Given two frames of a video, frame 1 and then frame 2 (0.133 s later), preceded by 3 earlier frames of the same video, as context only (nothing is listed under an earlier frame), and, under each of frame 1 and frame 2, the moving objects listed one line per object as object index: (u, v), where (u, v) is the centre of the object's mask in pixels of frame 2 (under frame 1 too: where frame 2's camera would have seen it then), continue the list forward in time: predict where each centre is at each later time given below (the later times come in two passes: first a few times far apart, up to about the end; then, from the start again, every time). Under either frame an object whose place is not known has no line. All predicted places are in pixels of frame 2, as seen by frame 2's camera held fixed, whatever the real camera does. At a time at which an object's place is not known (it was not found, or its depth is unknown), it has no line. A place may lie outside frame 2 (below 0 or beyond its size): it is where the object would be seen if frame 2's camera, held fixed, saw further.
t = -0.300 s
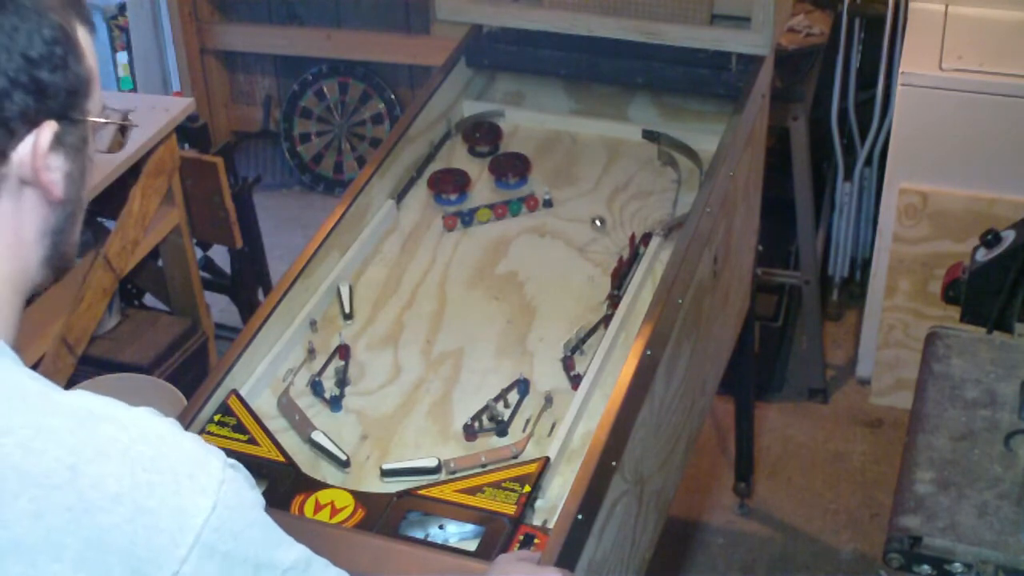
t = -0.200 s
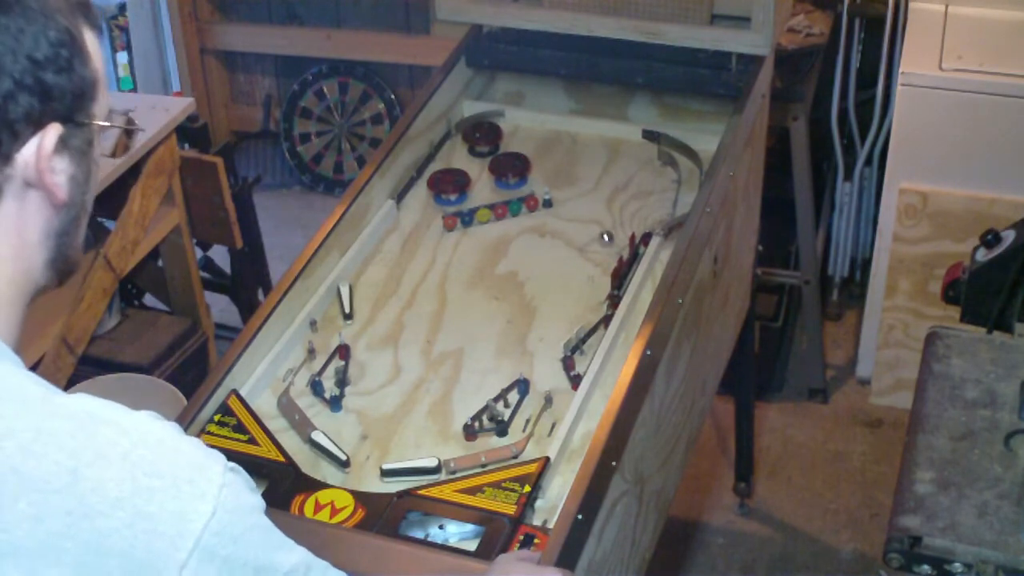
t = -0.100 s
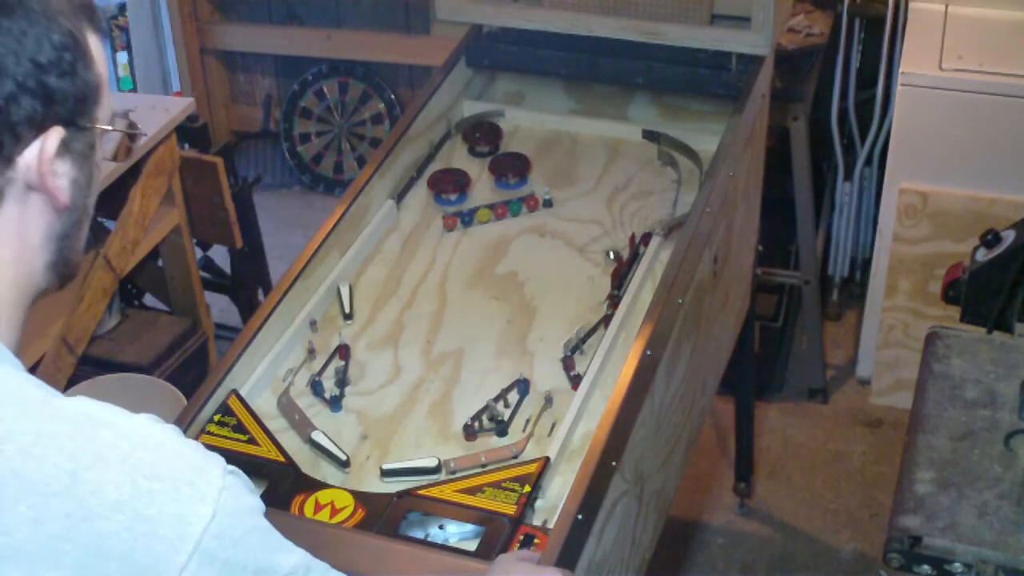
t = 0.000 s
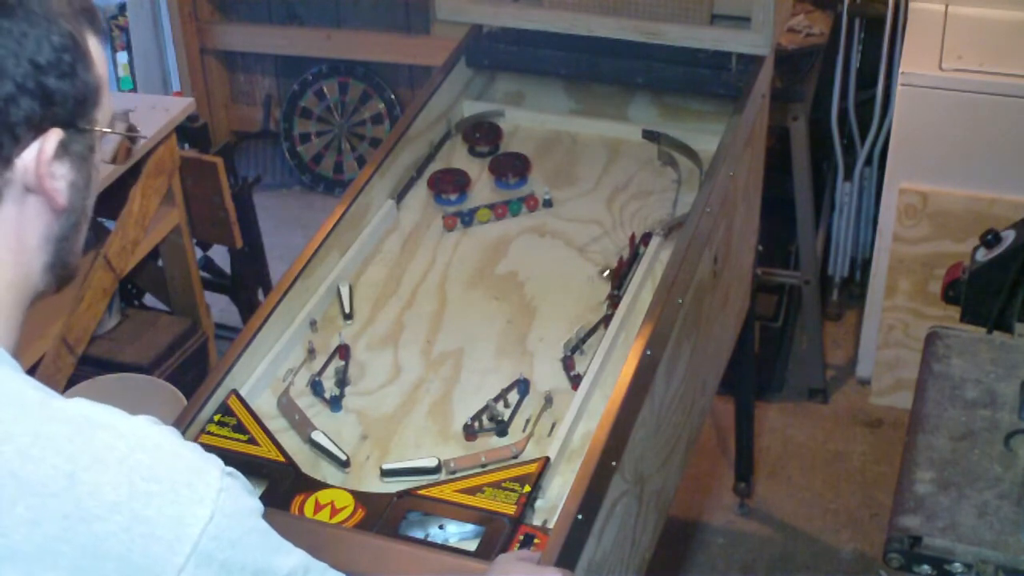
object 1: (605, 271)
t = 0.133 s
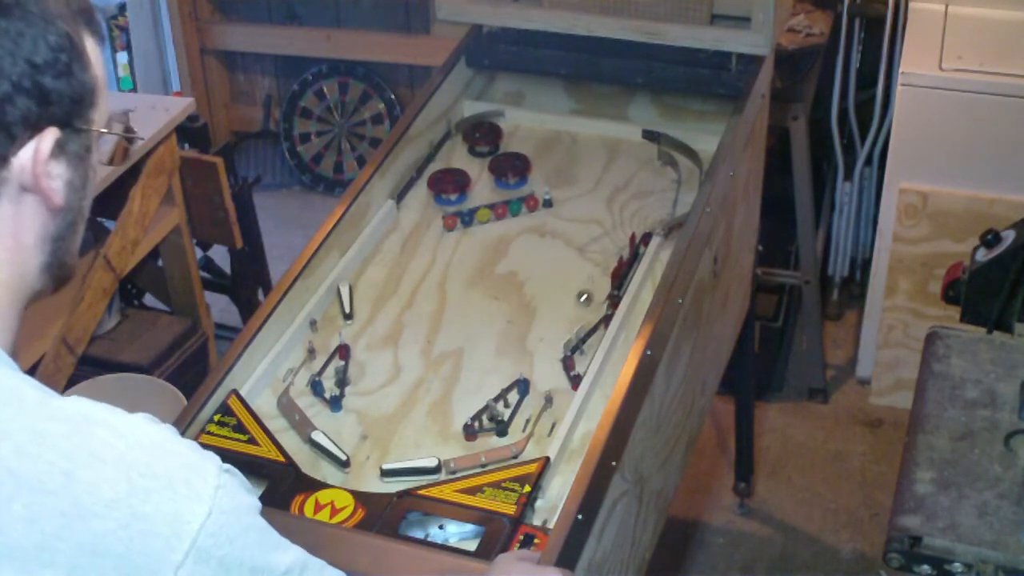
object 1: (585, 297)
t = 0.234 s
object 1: (564, 319)
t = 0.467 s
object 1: (504, 373)
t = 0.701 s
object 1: (431, 376)
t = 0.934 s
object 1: (353, 398)
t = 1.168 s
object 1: (393, 404)
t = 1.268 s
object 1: (405, 411)
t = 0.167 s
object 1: (578, 304)
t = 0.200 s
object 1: (571, 311)
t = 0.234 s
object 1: (564, 319)
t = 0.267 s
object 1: (557, 328)
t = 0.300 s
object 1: (549, 336)
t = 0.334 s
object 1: (541, 346)
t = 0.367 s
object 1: (532, 355)
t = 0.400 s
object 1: (523, 367)
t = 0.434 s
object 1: (513, 373)
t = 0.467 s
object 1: (504, 373)
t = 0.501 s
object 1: (494, 372)
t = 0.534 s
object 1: (484, 372)
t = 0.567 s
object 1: (474, 372)
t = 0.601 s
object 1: (464, 372)
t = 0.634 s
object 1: (453, 373)
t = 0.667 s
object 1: (442, 375)
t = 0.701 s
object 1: (431, 376)
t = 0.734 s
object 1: (420, 379)
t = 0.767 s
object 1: (410, 380)
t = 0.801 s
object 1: (398, 383)
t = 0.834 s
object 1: (386, 387)
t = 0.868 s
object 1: (374, 390)
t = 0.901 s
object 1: (363, 393)
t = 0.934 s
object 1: (353, 398)
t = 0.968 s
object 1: (359, 397)
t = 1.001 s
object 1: (366, 397)
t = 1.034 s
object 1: (372, 398)
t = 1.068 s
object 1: (378, 399)
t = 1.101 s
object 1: (383, 400)
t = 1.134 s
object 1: (388, 402)
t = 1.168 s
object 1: (393, 404)
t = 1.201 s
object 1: (397, 406)
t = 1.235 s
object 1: (401, 409)
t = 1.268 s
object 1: (405, 411)
